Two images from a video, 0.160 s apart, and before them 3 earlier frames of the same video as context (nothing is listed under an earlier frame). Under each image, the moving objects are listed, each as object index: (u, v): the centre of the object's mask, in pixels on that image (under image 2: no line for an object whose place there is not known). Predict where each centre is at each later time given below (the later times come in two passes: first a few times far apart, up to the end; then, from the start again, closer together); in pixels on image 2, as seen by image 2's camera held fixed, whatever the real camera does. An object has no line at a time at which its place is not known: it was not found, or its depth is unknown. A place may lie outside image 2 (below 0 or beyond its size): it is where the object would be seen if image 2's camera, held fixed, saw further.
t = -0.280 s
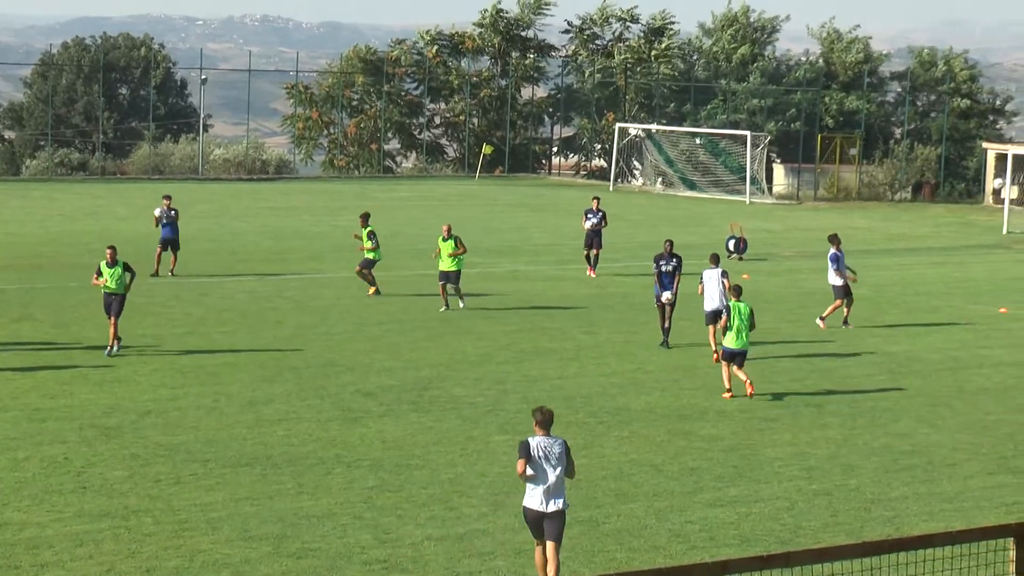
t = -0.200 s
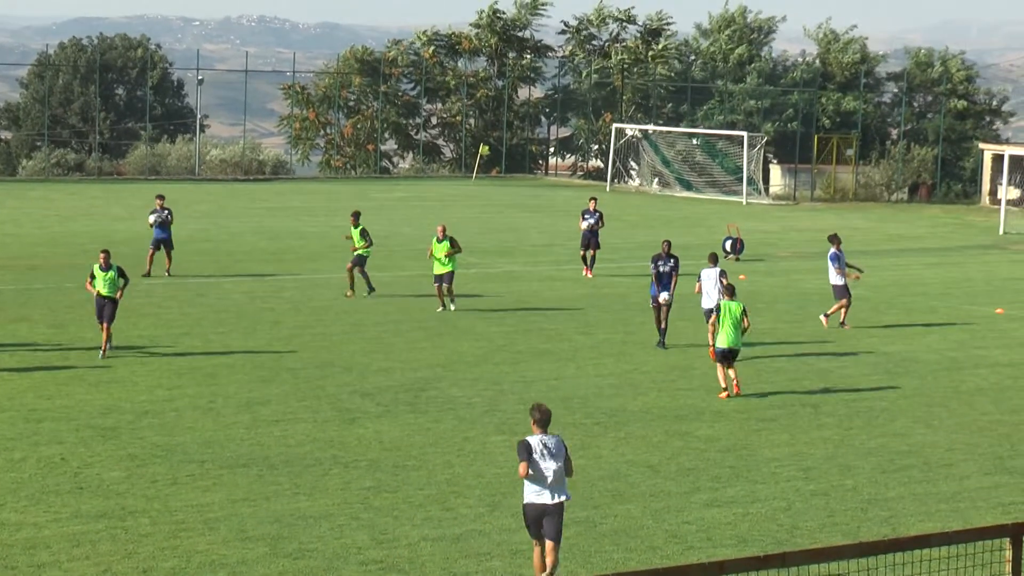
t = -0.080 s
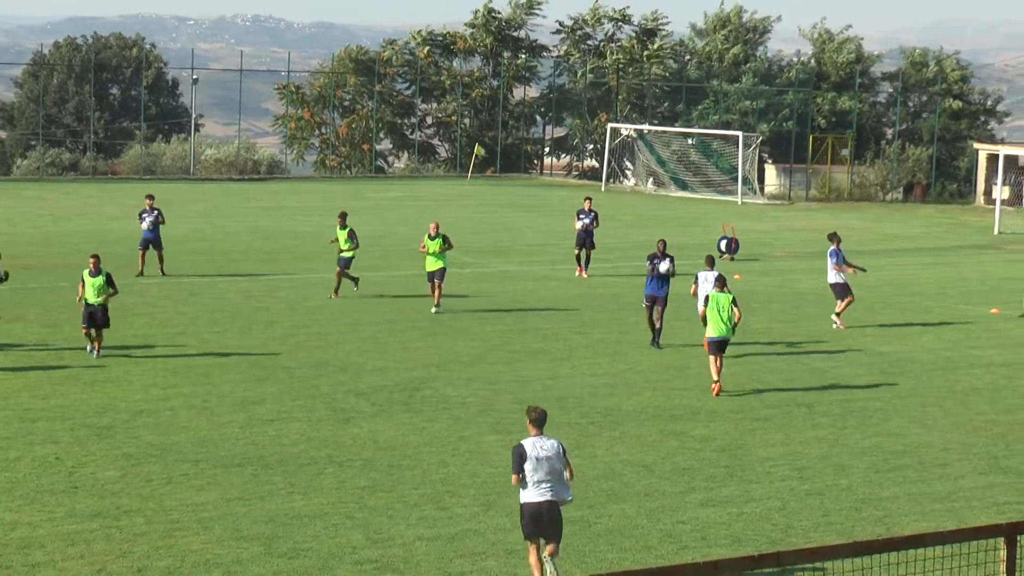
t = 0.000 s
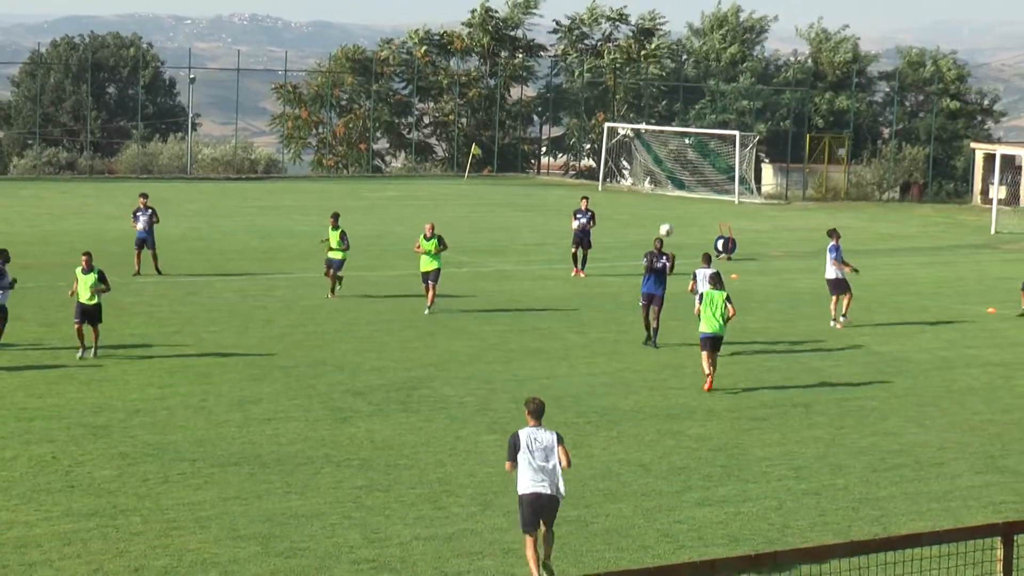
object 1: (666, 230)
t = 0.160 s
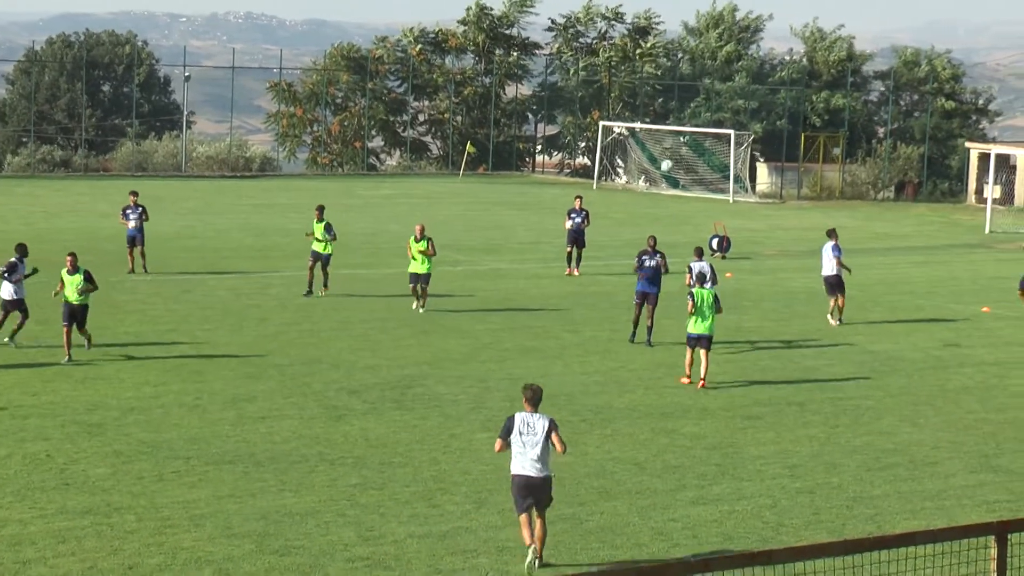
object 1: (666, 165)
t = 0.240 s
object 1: (669, 141)
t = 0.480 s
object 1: (682, 86)
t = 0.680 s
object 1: (689, 67)
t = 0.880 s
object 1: (696, 74)
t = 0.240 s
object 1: (669, 141)
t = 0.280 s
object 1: (672, 128)
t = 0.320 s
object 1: (674, 118)
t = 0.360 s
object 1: (676, 108)
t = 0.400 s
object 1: (678, 100)
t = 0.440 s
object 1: (680, 93)
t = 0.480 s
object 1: (682, 86)
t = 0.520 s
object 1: (683, 80)
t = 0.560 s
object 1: (684, 76)
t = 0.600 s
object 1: (686, 72)
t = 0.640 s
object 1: (687, 69)
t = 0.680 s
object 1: (689, 67)
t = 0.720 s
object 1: (691, 67)
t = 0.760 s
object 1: (692, 67)
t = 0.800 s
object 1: (694, 68)
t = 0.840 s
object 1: (695, 70)
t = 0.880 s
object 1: (696, 74)
